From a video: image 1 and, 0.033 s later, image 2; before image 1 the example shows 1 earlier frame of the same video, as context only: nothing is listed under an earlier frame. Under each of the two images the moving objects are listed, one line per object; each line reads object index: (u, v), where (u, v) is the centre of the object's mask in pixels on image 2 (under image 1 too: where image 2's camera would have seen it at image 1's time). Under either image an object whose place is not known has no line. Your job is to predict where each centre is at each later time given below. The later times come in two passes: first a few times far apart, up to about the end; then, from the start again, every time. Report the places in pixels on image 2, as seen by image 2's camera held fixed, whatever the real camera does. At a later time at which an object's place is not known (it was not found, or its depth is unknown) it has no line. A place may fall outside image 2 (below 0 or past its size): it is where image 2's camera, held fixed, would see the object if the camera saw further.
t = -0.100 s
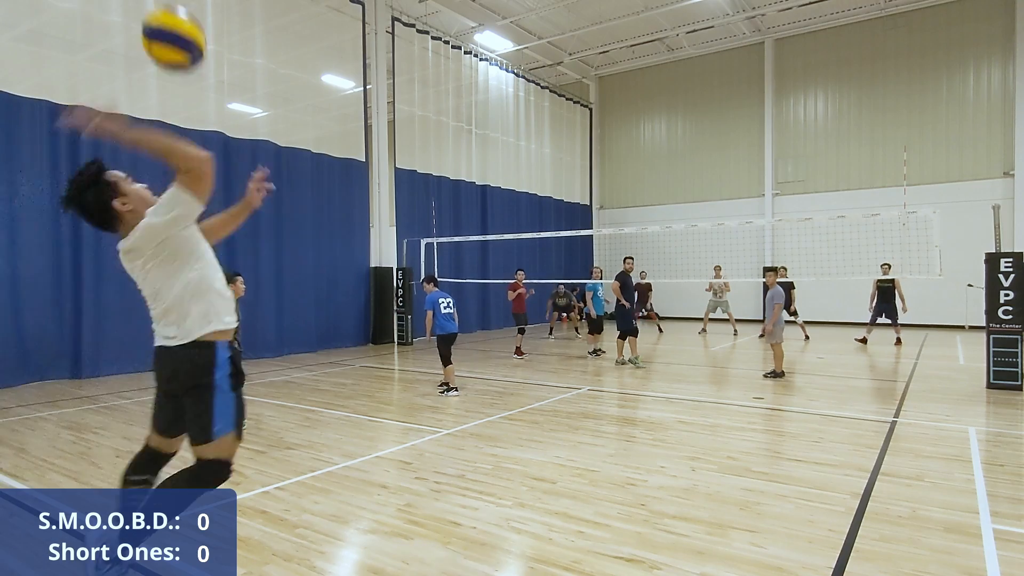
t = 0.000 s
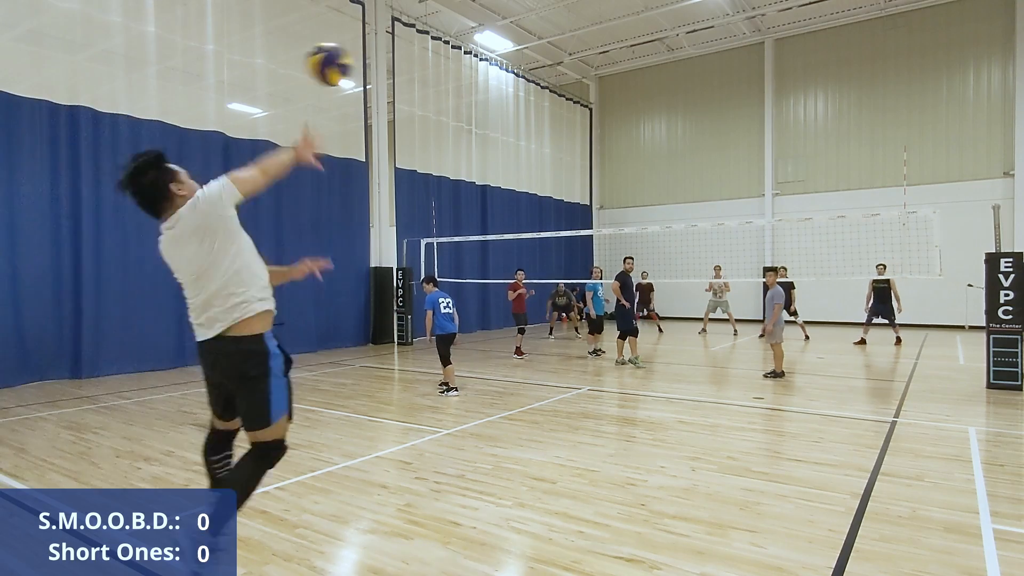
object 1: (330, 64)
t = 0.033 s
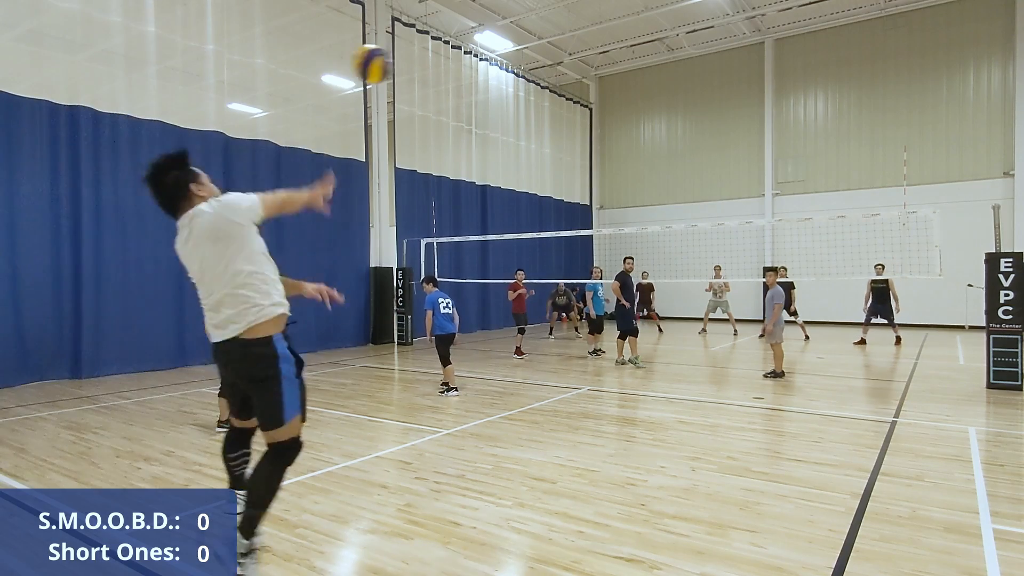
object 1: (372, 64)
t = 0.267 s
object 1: (520, 96)
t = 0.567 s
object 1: (583, 163)
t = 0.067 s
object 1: (405, 64)
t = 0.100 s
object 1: (434, 68)
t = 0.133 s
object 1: (456, 73)
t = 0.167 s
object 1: (476, 78)
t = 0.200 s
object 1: (493, 83)
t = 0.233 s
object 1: (507, 89)
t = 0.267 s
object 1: (520, 96)
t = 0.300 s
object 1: (531, 102)
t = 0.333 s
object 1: (541, 109)
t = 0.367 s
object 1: (548, 117)
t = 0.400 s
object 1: (556, 124)
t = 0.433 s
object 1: (562, 132)
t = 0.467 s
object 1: (568, 139)
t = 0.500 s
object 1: (573, 147)
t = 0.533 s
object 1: (578, 155)
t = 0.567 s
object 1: (583, 163)
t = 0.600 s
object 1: (587, 171)
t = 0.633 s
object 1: (590, 179)
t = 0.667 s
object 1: (593, 187)
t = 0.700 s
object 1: (596, 195)
